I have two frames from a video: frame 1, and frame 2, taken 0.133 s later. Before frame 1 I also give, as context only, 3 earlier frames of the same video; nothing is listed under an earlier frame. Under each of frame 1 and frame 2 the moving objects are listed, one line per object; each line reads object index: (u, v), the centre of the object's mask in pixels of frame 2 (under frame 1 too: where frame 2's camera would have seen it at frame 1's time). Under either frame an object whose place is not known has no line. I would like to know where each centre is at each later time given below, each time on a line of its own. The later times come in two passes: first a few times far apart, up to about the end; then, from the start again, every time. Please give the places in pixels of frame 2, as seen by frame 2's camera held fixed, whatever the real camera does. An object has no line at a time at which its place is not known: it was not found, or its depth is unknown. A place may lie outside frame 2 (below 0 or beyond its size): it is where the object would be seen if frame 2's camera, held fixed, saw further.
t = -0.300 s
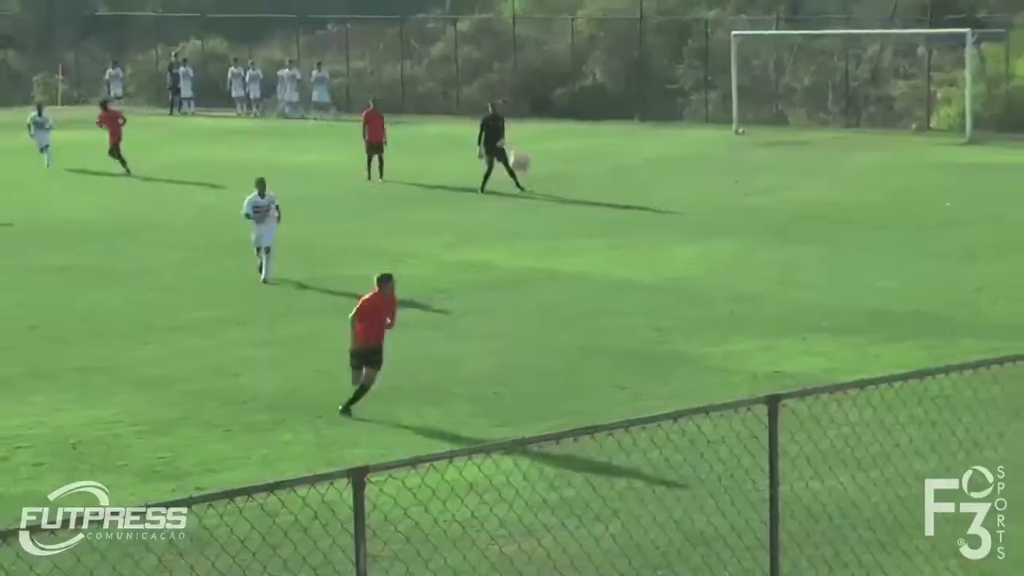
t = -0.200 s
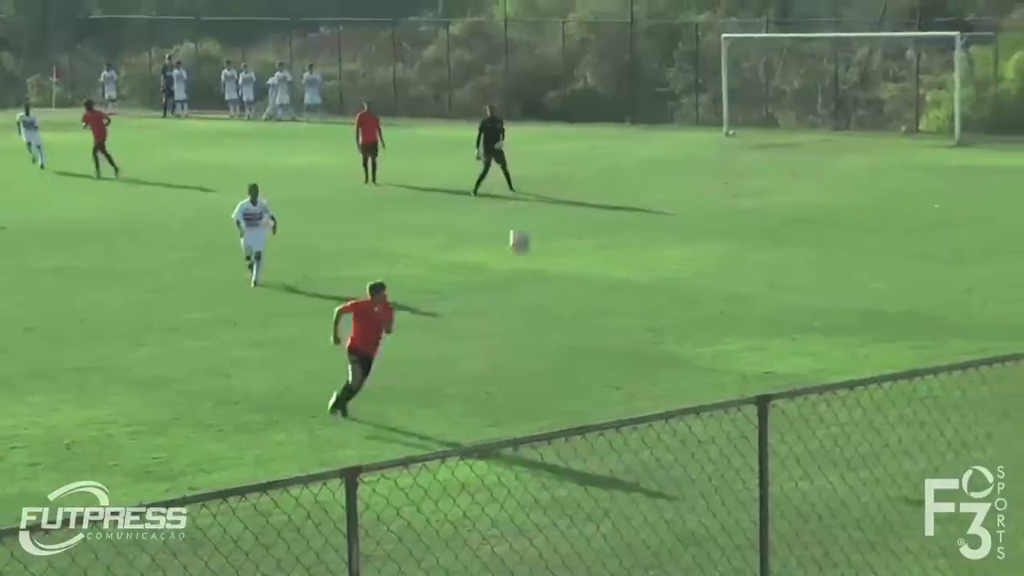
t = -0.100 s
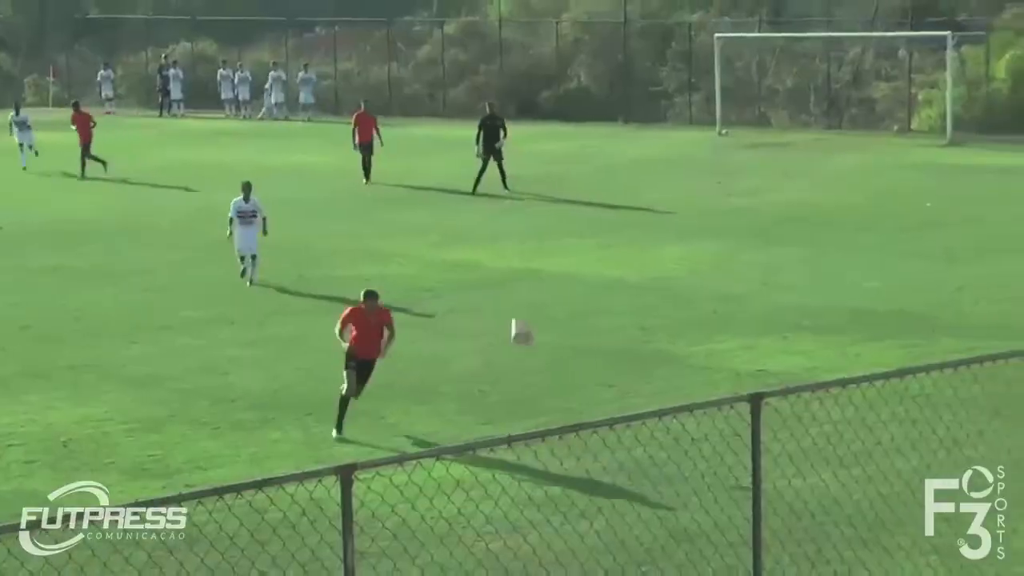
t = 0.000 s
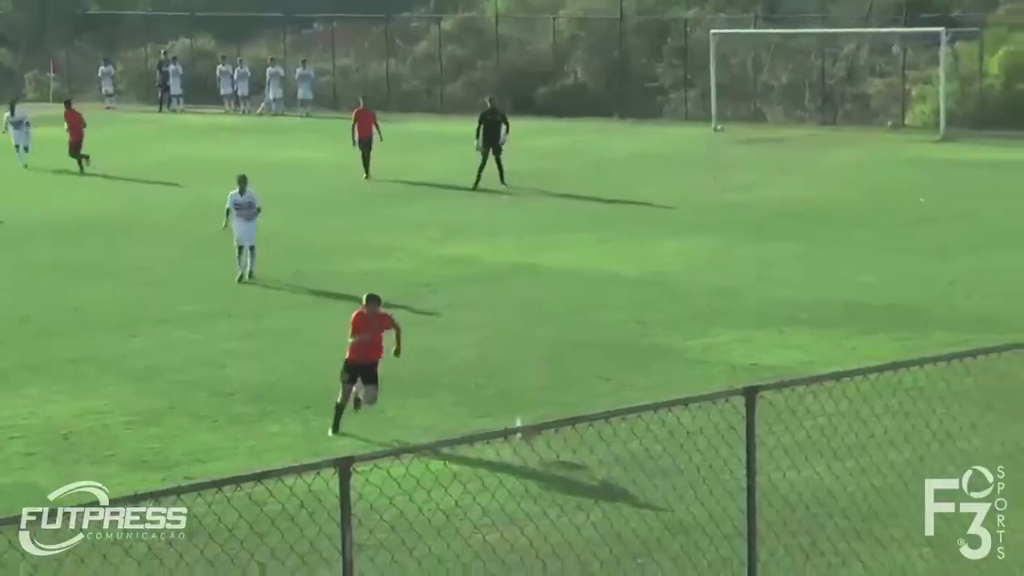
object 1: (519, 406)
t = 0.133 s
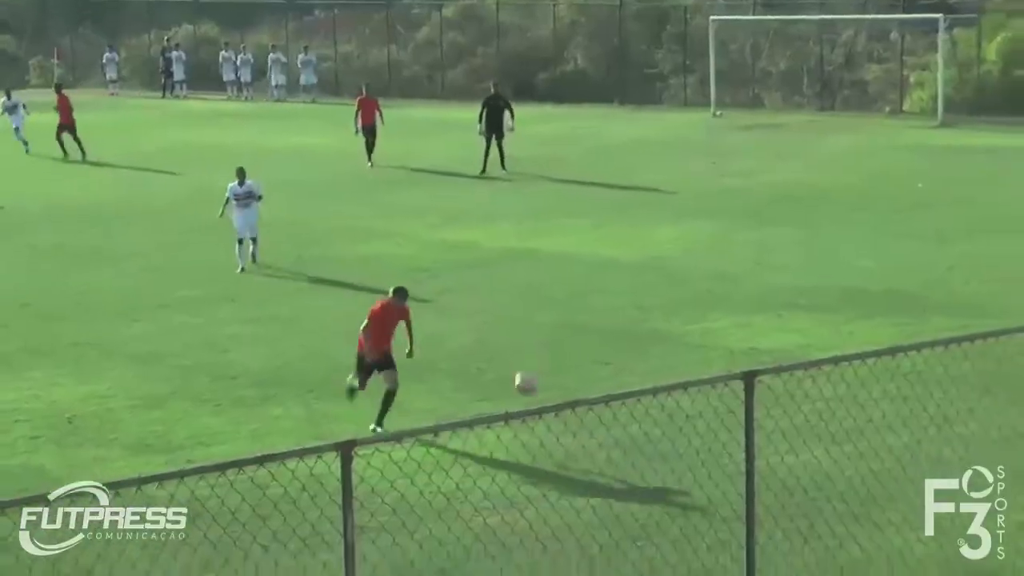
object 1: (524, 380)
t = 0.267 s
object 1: (520, 332)
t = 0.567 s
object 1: (515, 293)
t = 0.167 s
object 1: (524, 367)
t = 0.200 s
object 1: (522, 354)
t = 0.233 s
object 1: (521, 342)
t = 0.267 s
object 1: (520, 332)
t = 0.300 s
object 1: (520, 322)
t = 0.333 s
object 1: (520, 315)
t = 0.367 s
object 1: (520, 310)
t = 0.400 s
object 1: (519, 303)
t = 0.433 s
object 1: (518, 299)
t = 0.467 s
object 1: (518, 296)
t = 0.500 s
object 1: (517, 294)
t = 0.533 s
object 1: (516, 293)
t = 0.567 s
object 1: (515, 293)
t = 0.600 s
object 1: (514, 295)
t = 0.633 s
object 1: (514, 298)
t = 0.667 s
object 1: (514, 303)
